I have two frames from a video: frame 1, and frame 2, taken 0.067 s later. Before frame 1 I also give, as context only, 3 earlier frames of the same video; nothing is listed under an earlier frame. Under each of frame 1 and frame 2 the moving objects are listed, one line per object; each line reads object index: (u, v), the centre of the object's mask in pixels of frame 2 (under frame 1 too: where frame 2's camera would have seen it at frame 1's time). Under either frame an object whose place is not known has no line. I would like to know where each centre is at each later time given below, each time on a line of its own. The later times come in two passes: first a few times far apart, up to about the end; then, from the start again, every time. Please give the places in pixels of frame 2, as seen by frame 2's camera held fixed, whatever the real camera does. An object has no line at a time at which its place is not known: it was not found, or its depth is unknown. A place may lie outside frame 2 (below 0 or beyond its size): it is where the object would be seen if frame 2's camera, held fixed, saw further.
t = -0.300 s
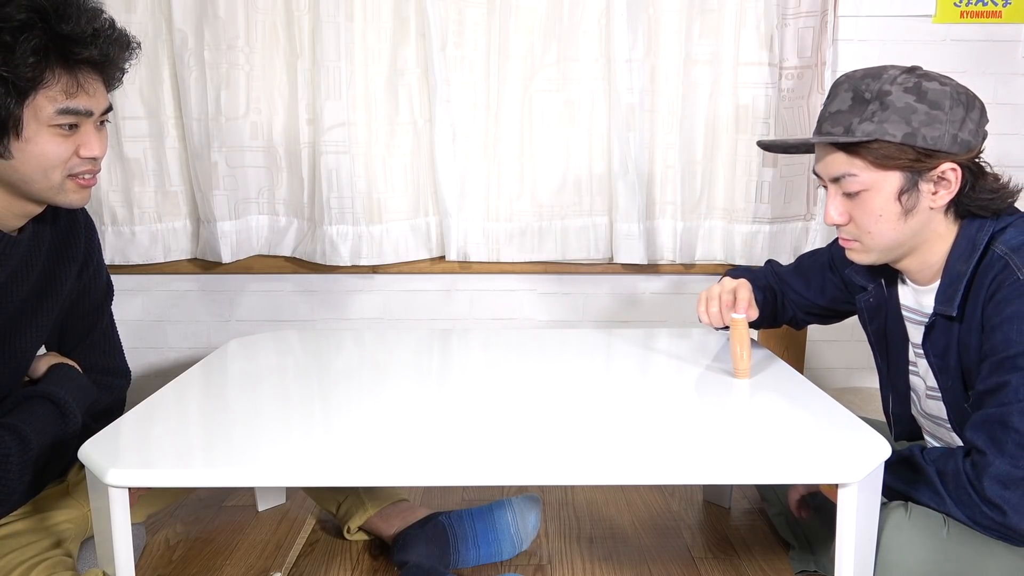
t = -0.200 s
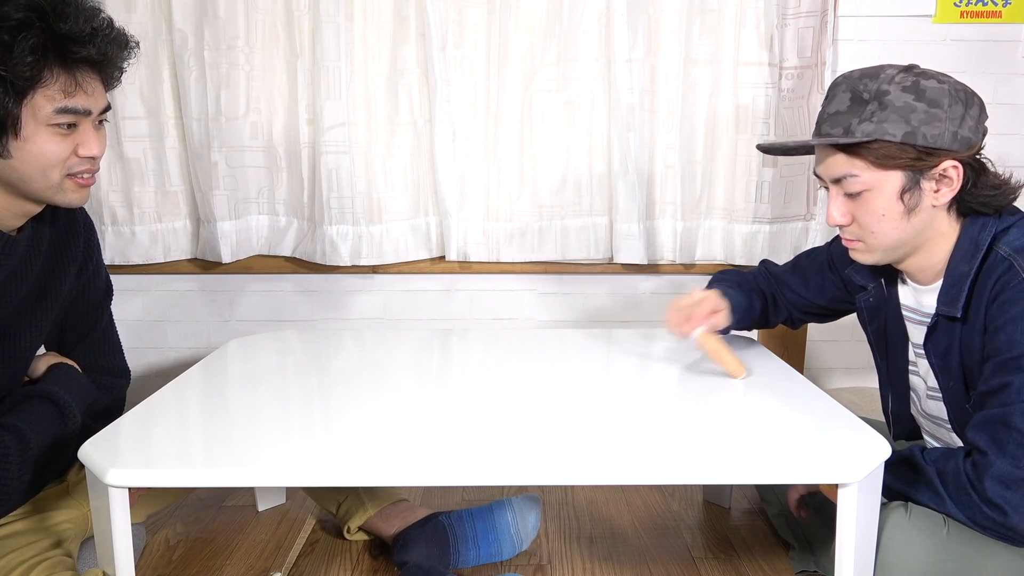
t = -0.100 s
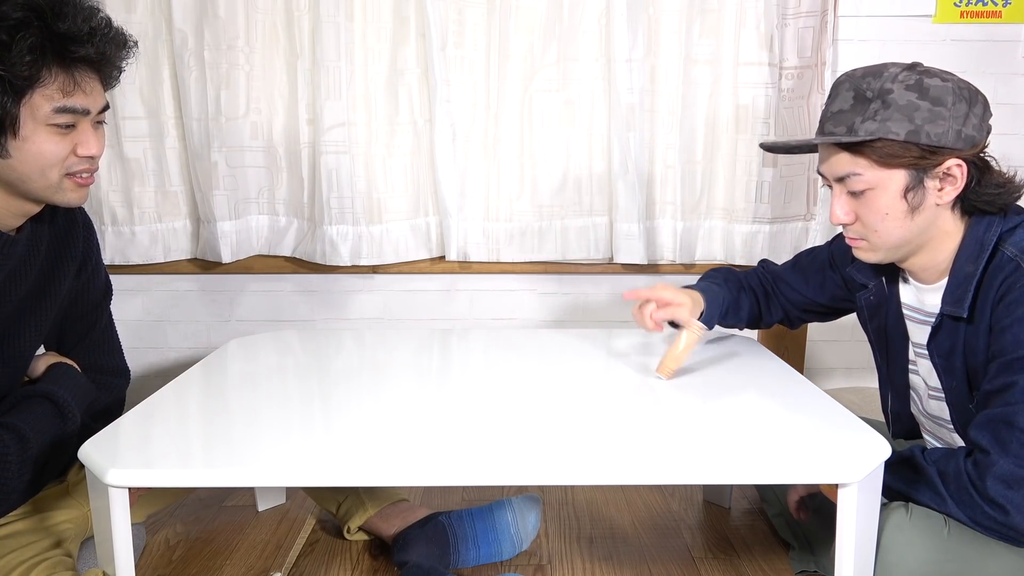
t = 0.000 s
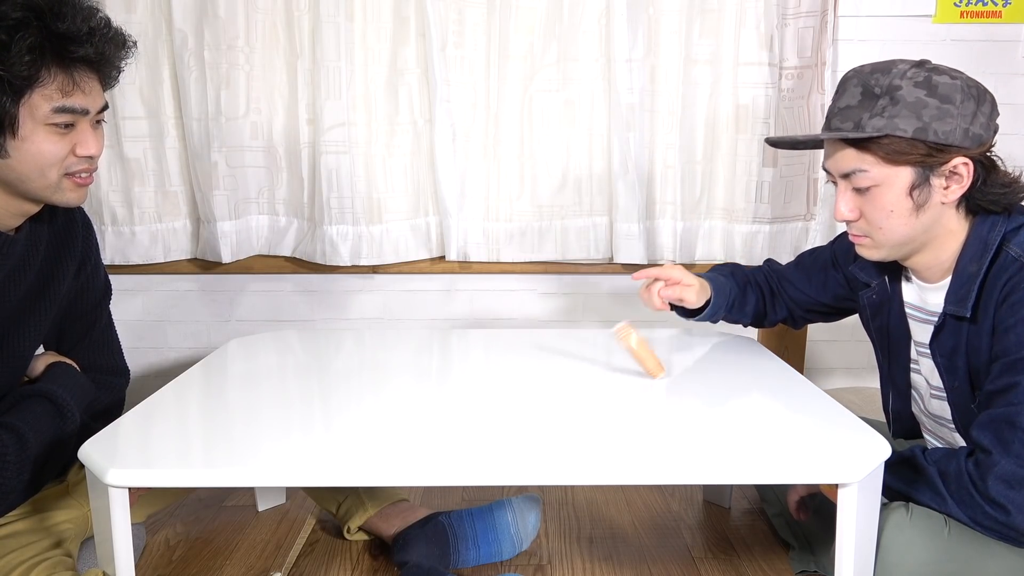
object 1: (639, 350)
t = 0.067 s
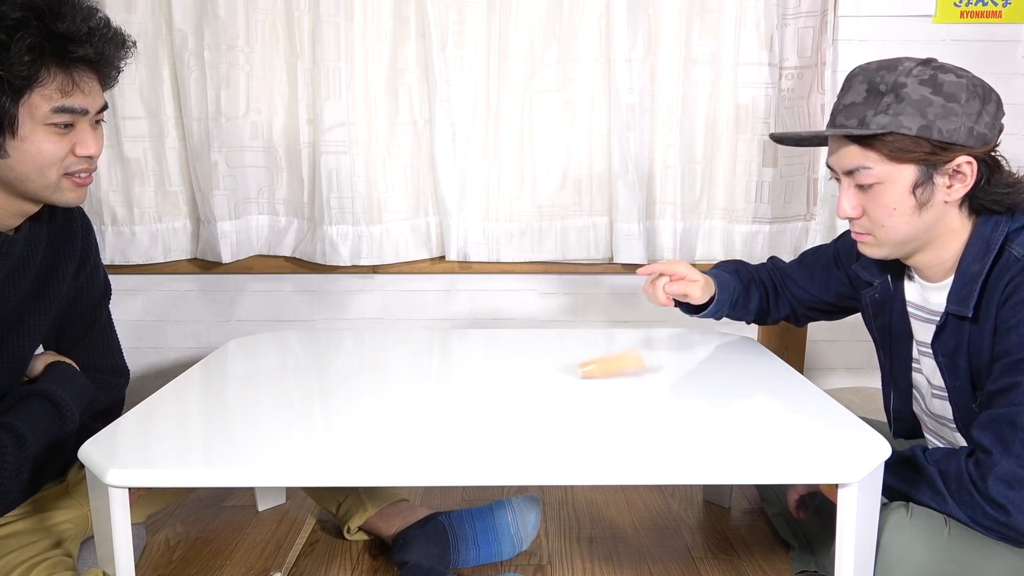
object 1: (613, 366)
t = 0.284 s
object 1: (542, 356)
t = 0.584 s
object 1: (449, 365)
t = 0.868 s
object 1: (379, 353)
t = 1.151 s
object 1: (317, 338)
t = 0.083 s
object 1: (606, 359)
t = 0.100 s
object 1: (600, 355)
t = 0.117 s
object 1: (594, 350)
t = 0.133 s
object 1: (589, 348)
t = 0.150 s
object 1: (584, 347)
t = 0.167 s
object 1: (579, 346)
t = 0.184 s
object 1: (573, 345)
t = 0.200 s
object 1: (568, 345)
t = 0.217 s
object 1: (563, 346)
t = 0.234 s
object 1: (558, 347)
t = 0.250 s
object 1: (552, 349)
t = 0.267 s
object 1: (547, 352)
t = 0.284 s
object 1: (542, 356)
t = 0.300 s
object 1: (536, 362)
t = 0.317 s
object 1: (529, 368)
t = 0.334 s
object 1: (525, 362)
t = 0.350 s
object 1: (519, 356)
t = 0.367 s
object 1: (514, 351)
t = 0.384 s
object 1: (510, 347)
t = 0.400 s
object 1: (504, 345)
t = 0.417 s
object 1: (499, 345)
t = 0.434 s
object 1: (495, 344)
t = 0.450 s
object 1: (490, 344)
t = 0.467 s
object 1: (484, 344)
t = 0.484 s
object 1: (479, 345)
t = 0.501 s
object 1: (475, 346)
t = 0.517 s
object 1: (470, 347)
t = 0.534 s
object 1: (465, 350)
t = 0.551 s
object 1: (459, 354)
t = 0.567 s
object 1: (453, 359)
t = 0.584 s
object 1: (449, 365)
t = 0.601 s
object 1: (443, 360)
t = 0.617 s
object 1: (438, 354)
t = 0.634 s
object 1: (434, 349)
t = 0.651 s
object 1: (430, 346)
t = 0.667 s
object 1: (426, 344)
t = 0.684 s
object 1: (421, 343)
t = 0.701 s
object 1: (417, 342)
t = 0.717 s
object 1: (413, 341)
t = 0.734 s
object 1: (409, 342)
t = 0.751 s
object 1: (406, 341)
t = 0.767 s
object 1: (402, 341)
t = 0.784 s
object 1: (399, 341)
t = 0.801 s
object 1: (395, 342)
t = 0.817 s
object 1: (391, 342)
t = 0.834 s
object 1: (387, 345)
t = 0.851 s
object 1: (383, 348)
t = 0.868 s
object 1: (379, 353)
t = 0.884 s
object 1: (374, 359)
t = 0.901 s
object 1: (370, 358)
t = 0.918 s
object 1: (366, 350)
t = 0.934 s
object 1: (362, 346)
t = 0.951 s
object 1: (358, 342)
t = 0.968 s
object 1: (353, 340)
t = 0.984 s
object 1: (349, 338)
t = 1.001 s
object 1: (346, 337)
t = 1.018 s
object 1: (343, 336)
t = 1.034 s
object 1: (339, 336)
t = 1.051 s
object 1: (336, 336)
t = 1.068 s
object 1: (333, 336)
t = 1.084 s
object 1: (330, 336)
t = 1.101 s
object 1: (327, 335)
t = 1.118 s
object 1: (324, 335)
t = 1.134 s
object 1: (321, 336)
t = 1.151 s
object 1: (317, 338)
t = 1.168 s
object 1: (314, 340)
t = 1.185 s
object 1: (310, 344)
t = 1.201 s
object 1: (307, 349)
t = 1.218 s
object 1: (303, 354)
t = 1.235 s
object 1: (301, 350)
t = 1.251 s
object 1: (296, 343)
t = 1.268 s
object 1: (292, 339)
